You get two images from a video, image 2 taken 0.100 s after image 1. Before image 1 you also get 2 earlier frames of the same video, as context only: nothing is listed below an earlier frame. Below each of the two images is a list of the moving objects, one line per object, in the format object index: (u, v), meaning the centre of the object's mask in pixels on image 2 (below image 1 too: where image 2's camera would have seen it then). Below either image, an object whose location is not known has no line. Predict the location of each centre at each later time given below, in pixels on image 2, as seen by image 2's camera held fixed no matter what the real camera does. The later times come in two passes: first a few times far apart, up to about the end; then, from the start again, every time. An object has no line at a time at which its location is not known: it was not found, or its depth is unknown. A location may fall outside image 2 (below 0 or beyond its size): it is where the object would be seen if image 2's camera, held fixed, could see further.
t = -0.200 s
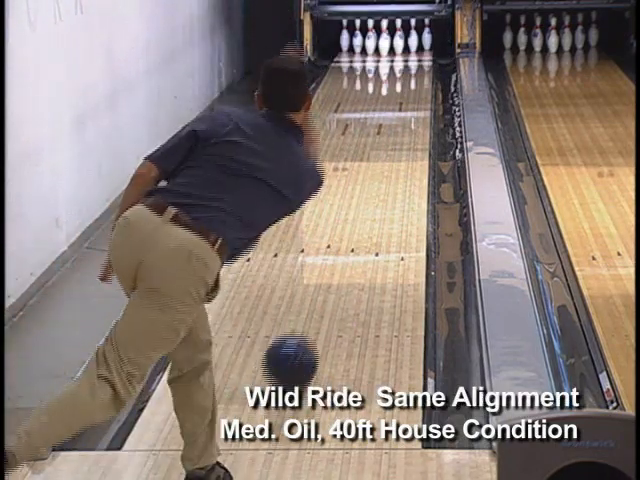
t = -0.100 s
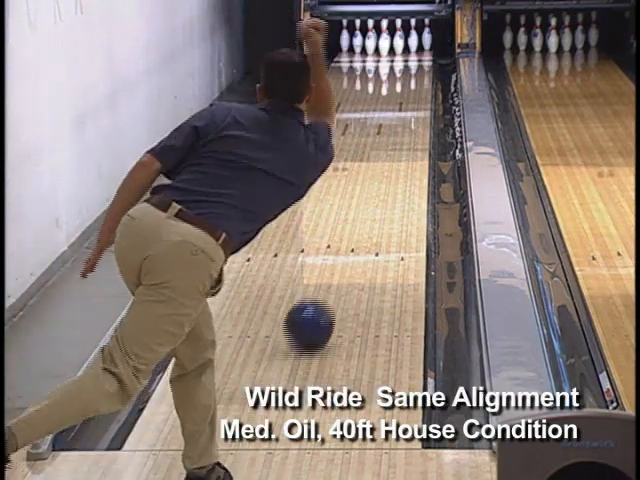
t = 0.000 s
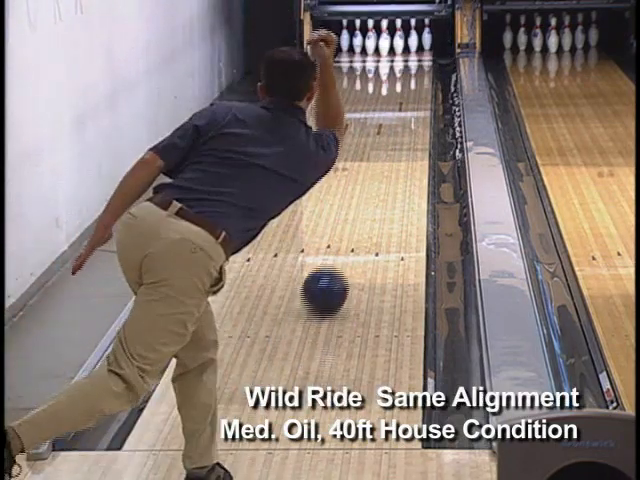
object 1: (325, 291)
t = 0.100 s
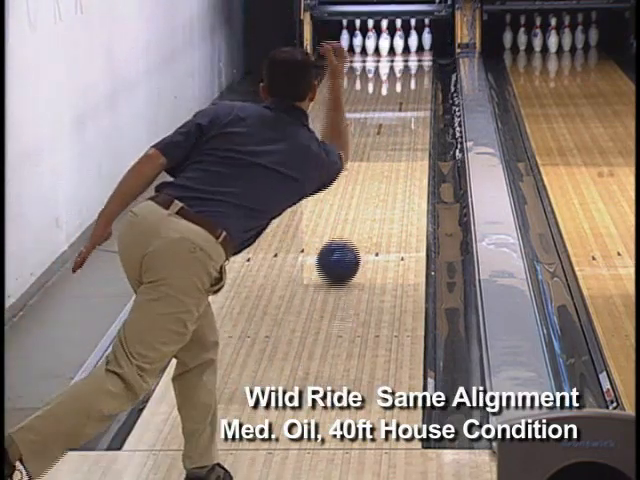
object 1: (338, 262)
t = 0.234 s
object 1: (353, 228)
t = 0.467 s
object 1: (373, 183)
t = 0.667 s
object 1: (386, 151)
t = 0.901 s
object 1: (398, 123)
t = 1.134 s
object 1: (406, 100)
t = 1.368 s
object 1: (409, 81)
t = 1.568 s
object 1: (409, 67)
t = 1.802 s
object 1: (401, 54)
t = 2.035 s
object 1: (398, 44)
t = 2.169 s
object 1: (400, 42)
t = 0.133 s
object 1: (342, 252)
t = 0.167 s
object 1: (346, 244)
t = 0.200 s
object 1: (349, 236)
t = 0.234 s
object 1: (353, 228)
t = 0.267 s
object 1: (356, 221)
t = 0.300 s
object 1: (359, 214)
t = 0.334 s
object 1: (362, 207)
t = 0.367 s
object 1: (367, 204)
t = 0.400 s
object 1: (371, 193)
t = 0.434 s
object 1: (371, 188)
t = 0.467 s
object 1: (373, 183)
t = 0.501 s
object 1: (375, 177)
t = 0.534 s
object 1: (378, 172)
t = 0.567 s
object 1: (380, 167)
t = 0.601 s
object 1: (382, 161)
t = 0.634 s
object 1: (384, 156)
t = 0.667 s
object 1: (386, 151)
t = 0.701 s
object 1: (388, 147)
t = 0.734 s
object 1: (390, 142)
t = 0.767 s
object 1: (391, 138)
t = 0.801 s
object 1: (392, 134)
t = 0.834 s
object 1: (394, 130)
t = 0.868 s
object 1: (396, 126)
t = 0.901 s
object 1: (398, 123)
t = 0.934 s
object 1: (399, 119)
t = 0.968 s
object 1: (401, 116)
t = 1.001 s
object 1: (402, 112)
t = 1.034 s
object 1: (403, 109)
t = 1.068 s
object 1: (404, 106)
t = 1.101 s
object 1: (405, 102)
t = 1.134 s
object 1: (406, 100)
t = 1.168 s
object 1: (407, 96)
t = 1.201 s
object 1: (408, 93)
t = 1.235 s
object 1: (408, 91)
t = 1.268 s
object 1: (409, 89)
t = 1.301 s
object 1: (409, 85)
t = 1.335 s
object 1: (409, 83)
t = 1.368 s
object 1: (409, 81)
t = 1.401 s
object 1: (410, 78)
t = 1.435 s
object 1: (409, 76)
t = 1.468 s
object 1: (410, 73)
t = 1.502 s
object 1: (409, 71)
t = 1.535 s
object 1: (409, 69)
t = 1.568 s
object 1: (409, 67)
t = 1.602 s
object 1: (407, 65)
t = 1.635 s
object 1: (407, 63)
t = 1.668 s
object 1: (407, 61)
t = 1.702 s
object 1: (405, 59)
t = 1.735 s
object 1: (404, 57)
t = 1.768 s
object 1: (403, 55)
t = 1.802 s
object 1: (401, 54)
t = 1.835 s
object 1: (401, 53)
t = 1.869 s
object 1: (399, 50)
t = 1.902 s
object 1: (398, 48)
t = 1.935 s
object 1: (396, 47)
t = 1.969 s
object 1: (396, 46)
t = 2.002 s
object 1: (397, 45)
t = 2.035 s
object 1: (398, 44)
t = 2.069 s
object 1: (399, 42)
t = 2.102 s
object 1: (400, 42)
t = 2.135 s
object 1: (399, 41)
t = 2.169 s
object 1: (400, 42)
